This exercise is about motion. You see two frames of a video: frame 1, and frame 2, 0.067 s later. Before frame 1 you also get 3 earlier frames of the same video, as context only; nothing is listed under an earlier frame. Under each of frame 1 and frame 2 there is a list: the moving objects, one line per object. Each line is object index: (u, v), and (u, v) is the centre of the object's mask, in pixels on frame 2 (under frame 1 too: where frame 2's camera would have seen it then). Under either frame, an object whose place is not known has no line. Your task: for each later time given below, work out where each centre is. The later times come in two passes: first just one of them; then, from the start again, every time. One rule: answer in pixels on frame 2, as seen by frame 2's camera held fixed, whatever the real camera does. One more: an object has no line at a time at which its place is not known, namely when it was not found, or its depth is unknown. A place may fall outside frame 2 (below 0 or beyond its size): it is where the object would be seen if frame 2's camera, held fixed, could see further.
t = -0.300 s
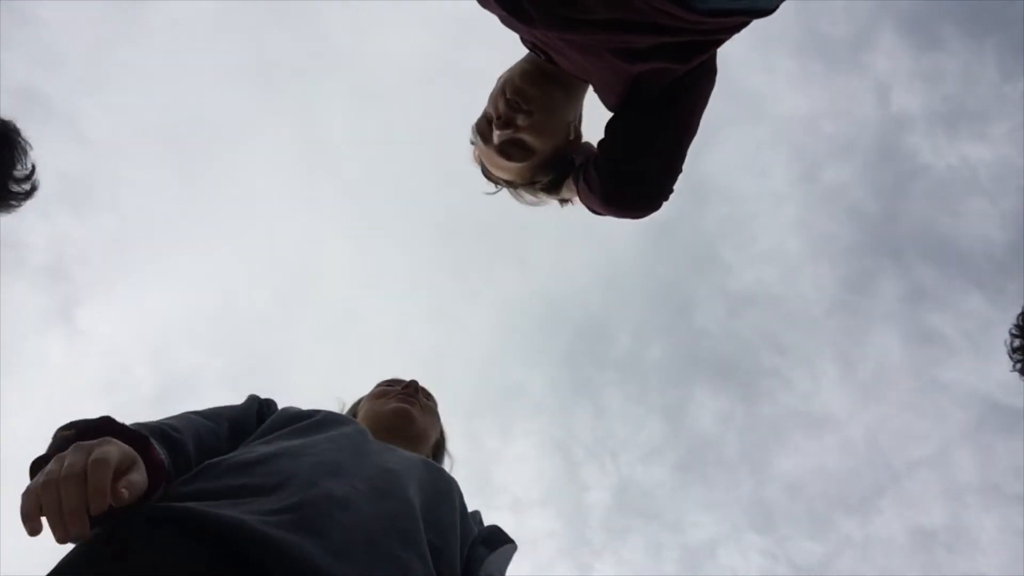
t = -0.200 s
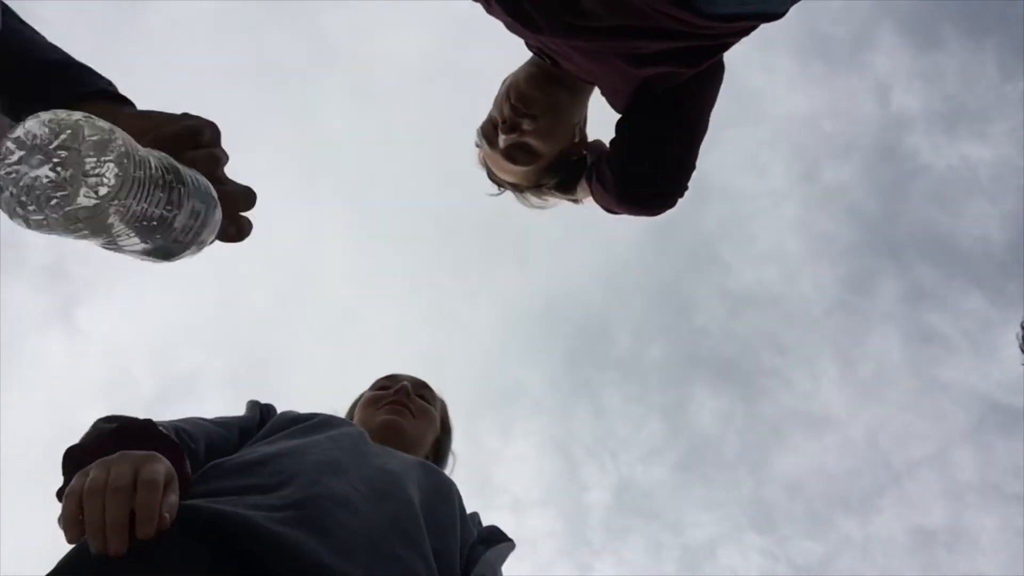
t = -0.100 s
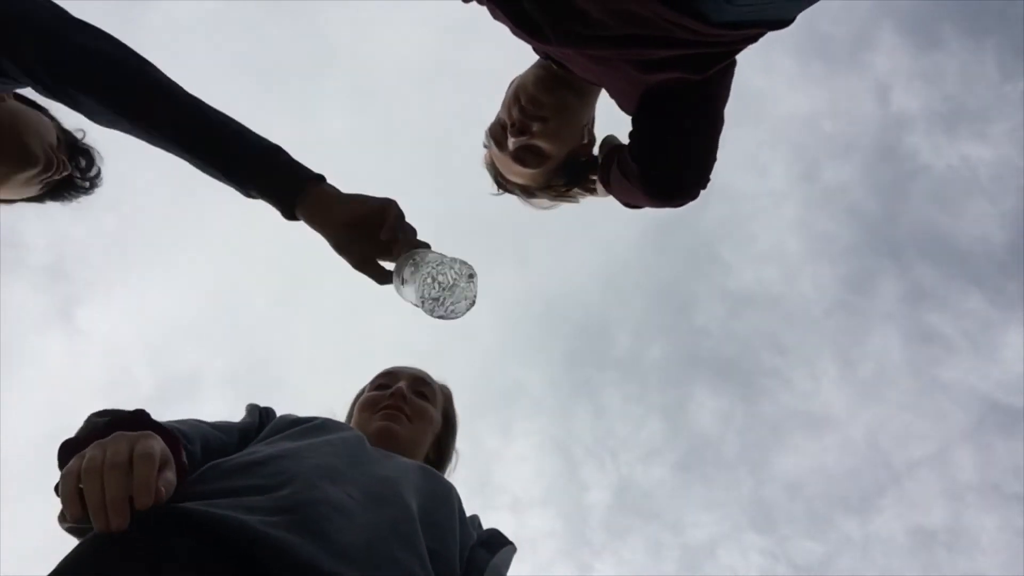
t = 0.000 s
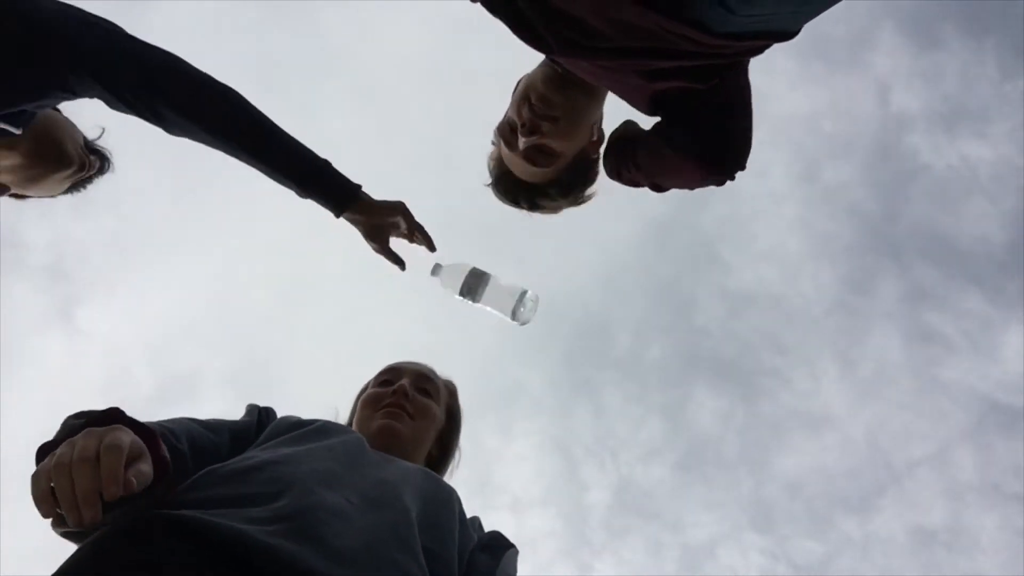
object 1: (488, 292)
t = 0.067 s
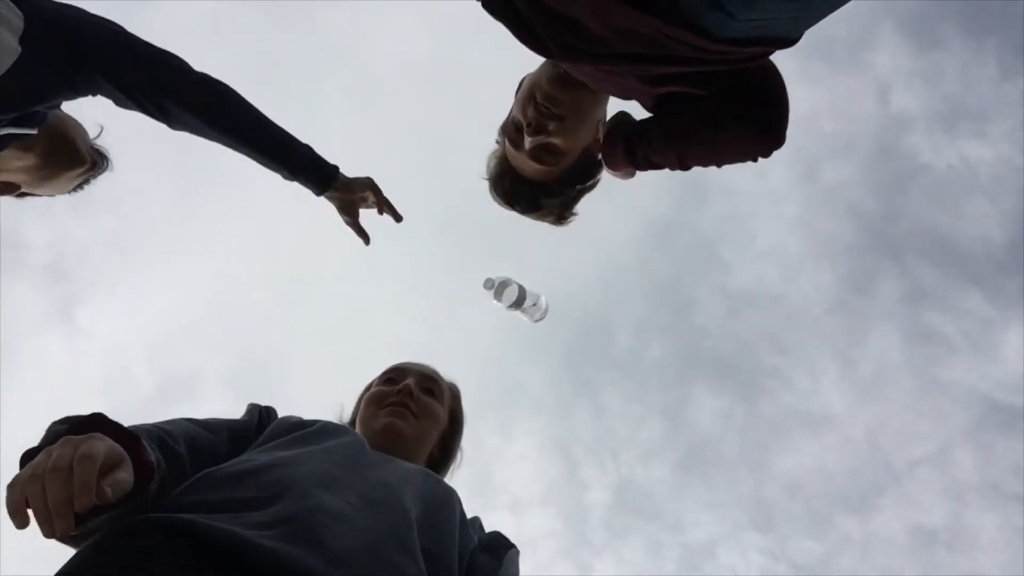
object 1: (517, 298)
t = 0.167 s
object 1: (557, 313)
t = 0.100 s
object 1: (533, 304)
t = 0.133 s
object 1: (546, 309)
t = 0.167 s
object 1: (557, 313)
